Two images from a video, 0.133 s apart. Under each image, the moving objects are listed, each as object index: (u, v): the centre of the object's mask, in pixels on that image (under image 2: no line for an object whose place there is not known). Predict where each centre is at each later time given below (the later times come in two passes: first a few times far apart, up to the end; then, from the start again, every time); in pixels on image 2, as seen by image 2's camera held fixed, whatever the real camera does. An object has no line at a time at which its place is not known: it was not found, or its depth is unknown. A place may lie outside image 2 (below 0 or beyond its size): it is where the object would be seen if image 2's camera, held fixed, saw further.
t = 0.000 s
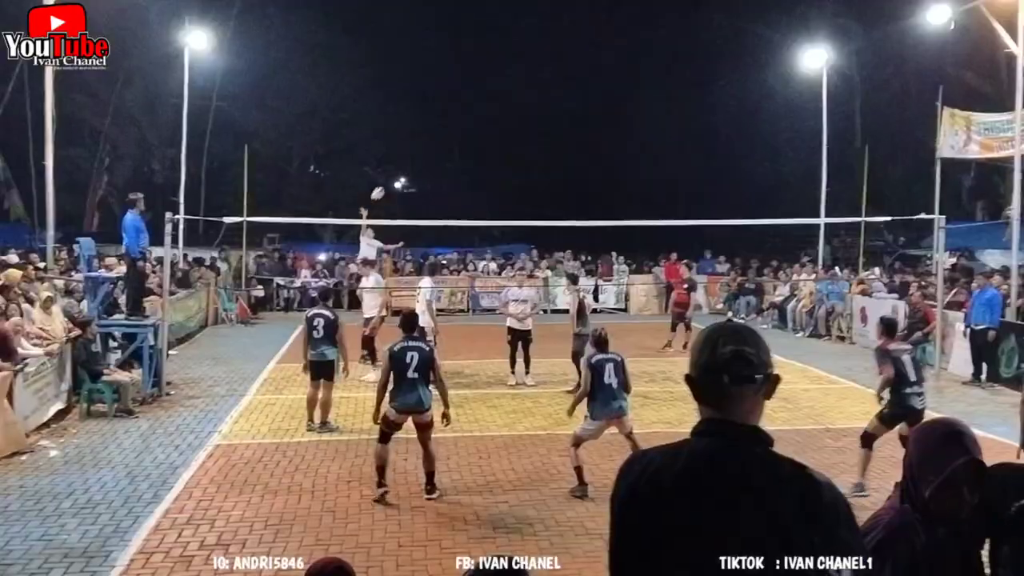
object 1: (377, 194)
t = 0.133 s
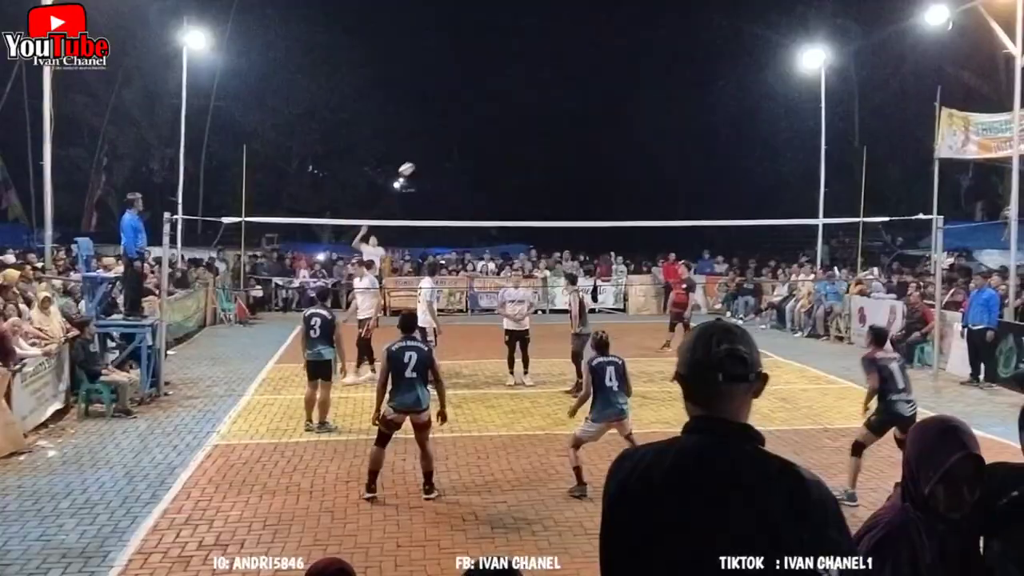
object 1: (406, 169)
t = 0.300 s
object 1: (448, 147)
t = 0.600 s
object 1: (541, 145)
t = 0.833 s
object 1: (634, 187)
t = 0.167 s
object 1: (414, 164)
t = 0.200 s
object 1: (422, 159)
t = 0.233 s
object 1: (430, 154)
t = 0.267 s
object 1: (439, 150)
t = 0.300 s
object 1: (448, 147)
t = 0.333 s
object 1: (457, 144)
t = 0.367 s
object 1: (466, 142)
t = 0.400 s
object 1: (476, 140)
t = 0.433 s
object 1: (486, 140)
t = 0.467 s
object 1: (496, 139)
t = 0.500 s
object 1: (507, 140)
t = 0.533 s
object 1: (518, 141)
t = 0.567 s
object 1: (530, 143)
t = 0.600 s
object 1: (541, 145)
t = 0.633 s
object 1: (554, 148)
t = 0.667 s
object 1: (566, 152)
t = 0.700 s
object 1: (579, 157)
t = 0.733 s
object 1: (592, 164)
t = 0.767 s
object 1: (606, 171)
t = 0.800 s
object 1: (620, 178)
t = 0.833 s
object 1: (634, 187)
